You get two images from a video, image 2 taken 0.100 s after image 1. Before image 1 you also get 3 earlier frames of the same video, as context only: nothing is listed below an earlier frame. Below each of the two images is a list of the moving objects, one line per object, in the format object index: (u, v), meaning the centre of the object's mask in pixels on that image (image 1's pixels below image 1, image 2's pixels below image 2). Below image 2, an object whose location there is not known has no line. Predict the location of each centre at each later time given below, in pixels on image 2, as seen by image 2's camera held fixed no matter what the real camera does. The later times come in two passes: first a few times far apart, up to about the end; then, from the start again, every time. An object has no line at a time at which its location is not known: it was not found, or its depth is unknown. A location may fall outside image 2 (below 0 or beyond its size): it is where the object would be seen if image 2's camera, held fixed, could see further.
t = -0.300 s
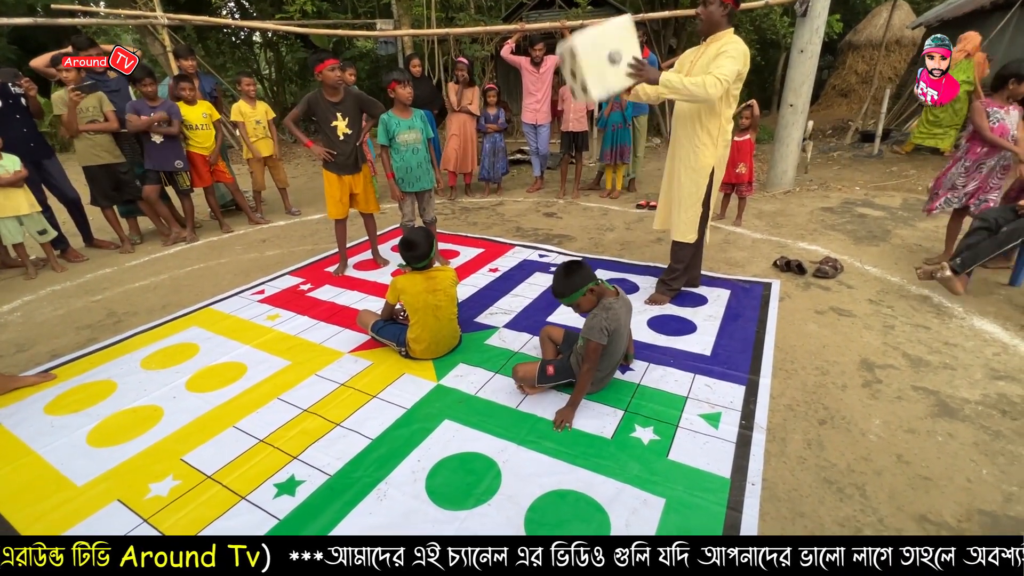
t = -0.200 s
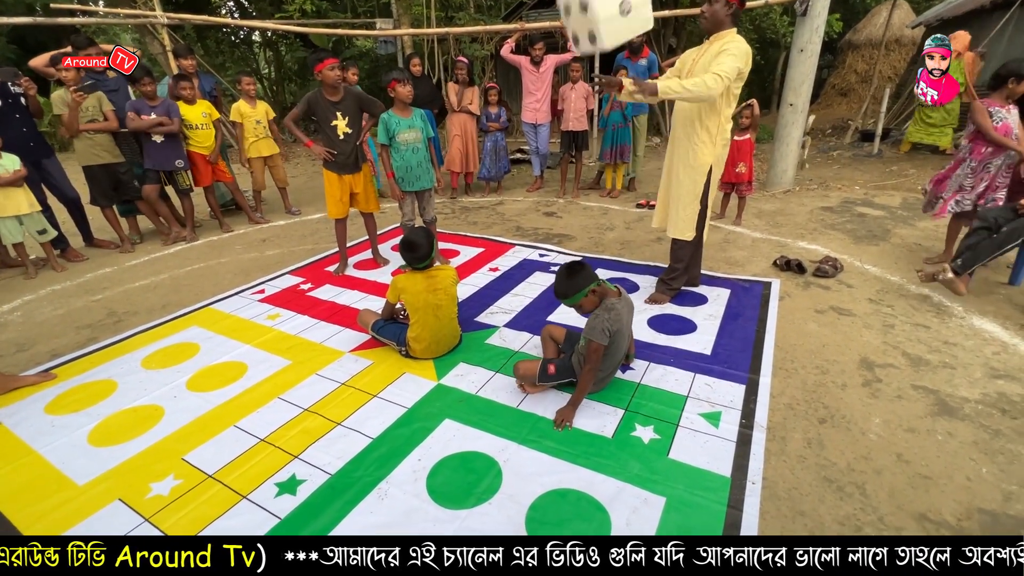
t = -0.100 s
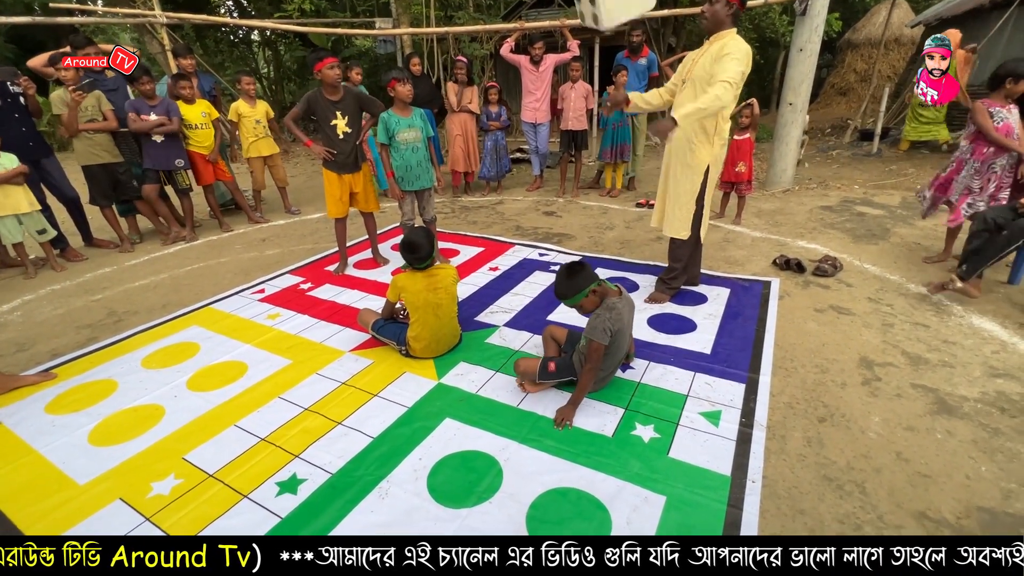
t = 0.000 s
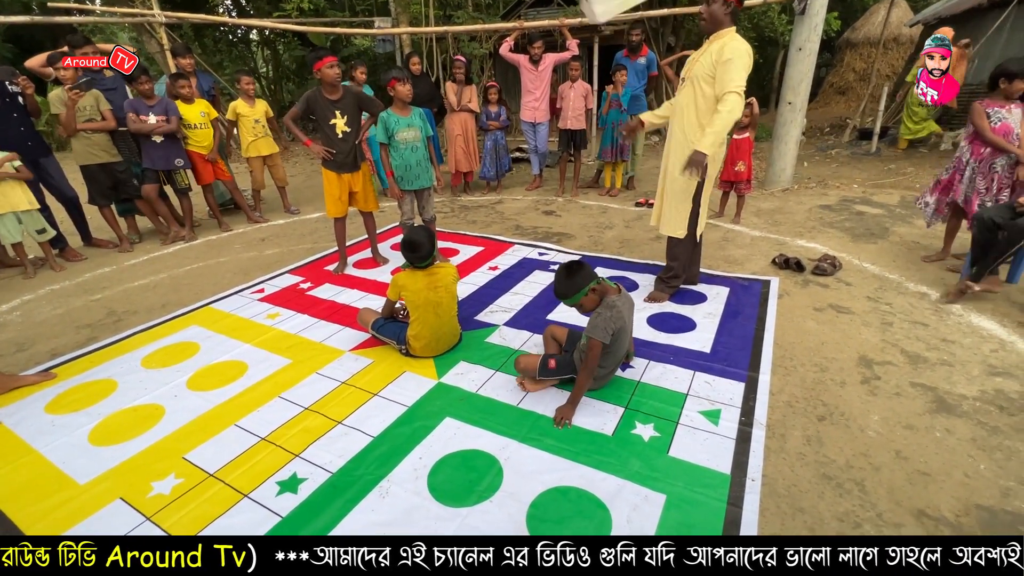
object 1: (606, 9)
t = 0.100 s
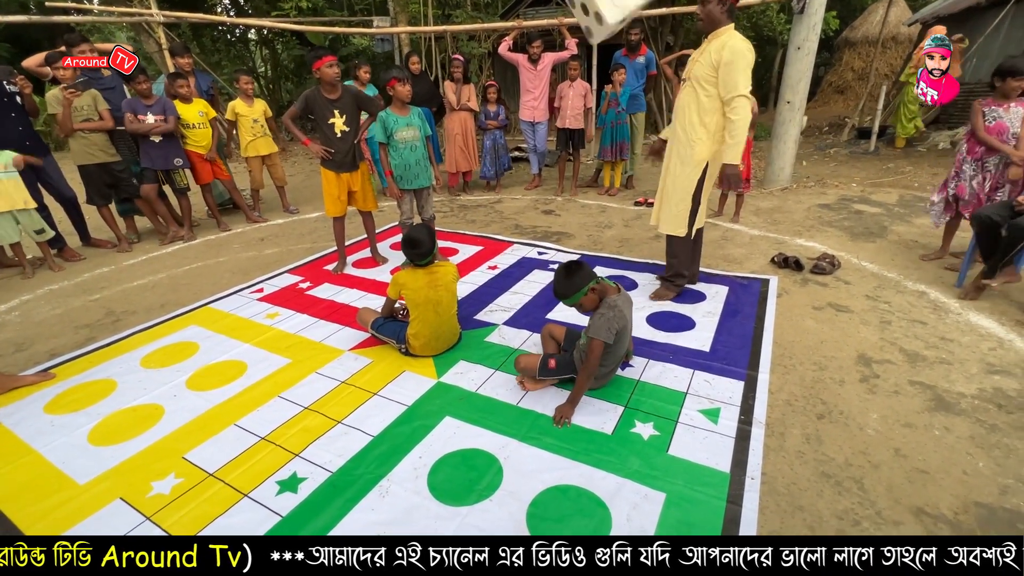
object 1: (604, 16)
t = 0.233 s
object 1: (609, 37)
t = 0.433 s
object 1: (604, 156)
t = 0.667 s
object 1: (603, 241)
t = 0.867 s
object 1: (622, 232)
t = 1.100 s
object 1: (644, 259)
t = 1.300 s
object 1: (664, 269)
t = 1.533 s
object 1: (689, 284)
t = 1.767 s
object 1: (699, 286)
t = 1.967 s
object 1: (705, 287)
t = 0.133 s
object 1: (608, 20)
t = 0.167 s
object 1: (607, 25)
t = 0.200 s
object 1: (608, 30)
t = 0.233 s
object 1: (609, 37)
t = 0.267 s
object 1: (609, 49)
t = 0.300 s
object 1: (610, 67)
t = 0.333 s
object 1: (609, 88)
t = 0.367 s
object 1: (608, 110)
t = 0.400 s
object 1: (606, 133)
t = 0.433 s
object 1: (604, 156)
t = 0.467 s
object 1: (601, 179)
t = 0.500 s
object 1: (599, 203)
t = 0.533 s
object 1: (598, 226)
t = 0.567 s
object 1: (597, 248)
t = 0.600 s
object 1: (596, 250)
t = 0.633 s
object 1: (599, 249)
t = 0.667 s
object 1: (603, 241)
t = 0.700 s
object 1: (606, 236)
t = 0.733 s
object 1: (610, 232)
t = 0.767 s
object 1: (613, 230)
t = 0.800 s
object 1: (617, 229)
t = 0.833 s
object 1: (619, 230)
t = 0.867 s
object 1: (622, 232)
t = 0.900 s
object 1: (626, 237)
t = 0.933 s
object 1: (630, 242)
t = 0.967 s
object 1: (633, 253)
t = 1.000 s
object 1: (635, 261)
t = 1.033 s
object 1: (638, 260)
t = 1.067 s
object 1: (641, 259)
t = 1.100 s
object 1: (644, 259)
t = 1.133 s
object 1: (647, 260)
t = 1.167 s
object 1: (650, 261)
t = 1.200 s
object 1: (653, 262)
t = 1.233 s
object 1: (656, 264)
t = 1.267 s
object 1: (660, 266)
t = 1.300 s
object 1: (664, 269)
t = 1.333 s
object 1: (668, 273)
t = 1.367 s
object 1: (672, 277)
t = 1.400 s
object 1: (676, 282)
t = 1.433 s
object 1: (680, 283)
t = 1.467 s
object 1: (683, 282)
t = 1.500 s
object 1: (686, 283)
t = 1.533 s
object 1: (689, 284)
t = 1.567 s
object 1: (691, 284)
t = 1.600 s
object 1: (692, 284)
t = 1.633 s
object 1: (694, 284)
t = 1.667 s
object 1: (695, 285)
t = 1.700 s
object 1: (697, 285)
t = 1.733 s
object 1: (698, 285)
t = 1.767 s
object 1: (699, 286)
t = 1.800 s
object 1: (700, 286)
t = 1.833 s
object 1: (701, 287)
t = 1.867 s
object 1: (703, 289)
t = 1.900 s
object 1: (704, 289)
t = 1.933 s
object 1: (705, 288)
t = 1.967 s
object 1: (705, 287)
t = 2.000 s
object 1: (705, 288)
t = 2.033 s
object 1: (705, 288)
